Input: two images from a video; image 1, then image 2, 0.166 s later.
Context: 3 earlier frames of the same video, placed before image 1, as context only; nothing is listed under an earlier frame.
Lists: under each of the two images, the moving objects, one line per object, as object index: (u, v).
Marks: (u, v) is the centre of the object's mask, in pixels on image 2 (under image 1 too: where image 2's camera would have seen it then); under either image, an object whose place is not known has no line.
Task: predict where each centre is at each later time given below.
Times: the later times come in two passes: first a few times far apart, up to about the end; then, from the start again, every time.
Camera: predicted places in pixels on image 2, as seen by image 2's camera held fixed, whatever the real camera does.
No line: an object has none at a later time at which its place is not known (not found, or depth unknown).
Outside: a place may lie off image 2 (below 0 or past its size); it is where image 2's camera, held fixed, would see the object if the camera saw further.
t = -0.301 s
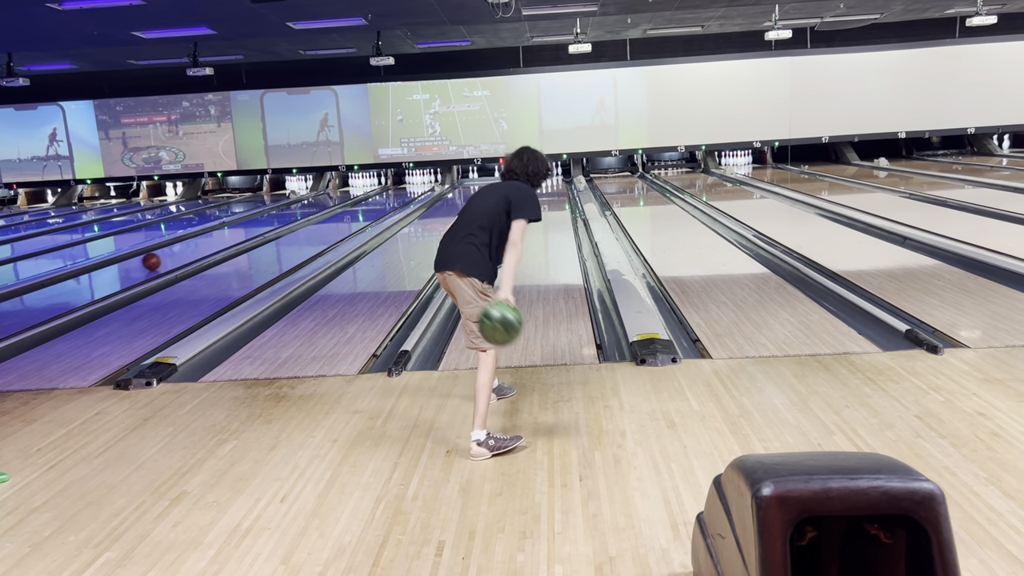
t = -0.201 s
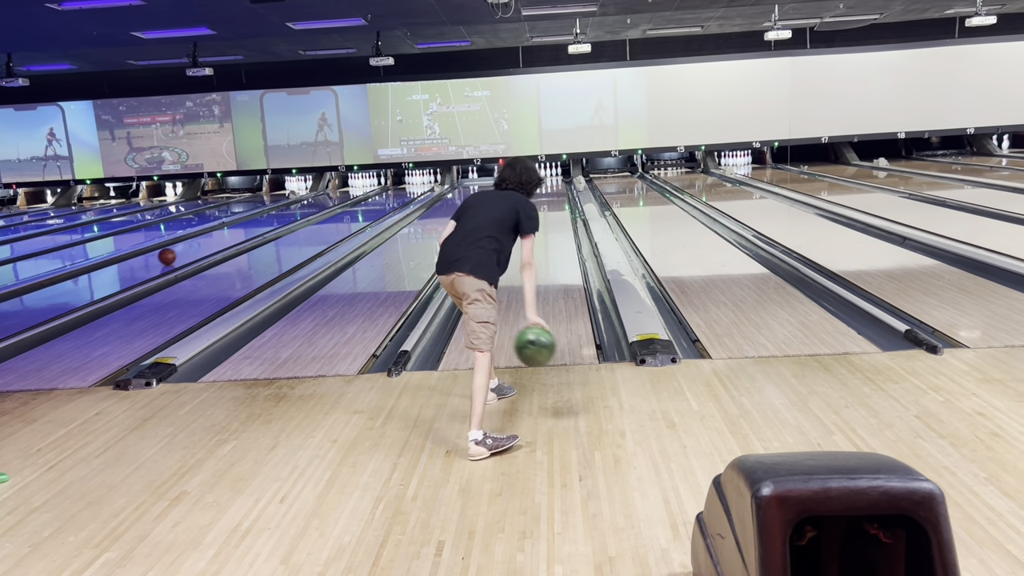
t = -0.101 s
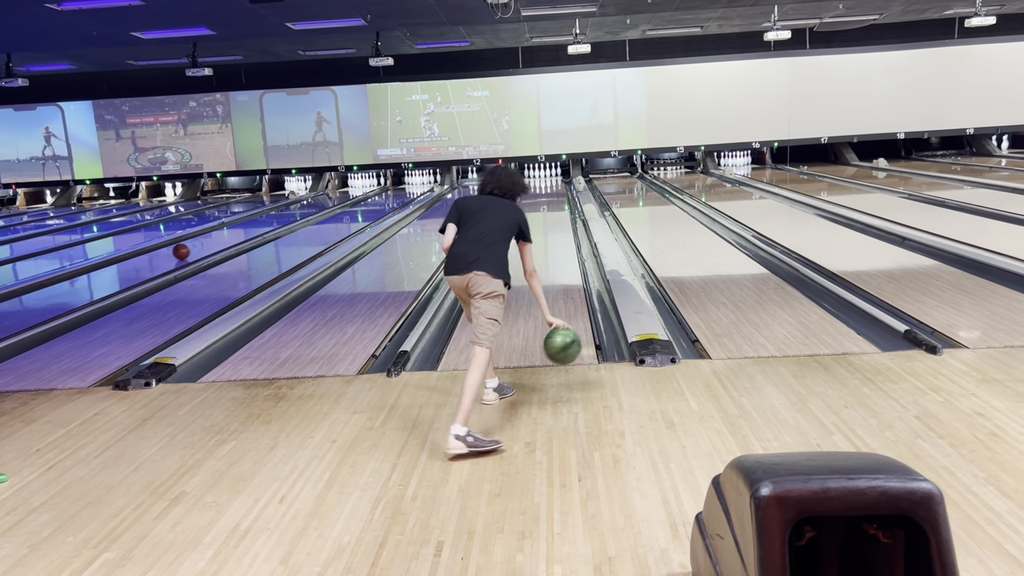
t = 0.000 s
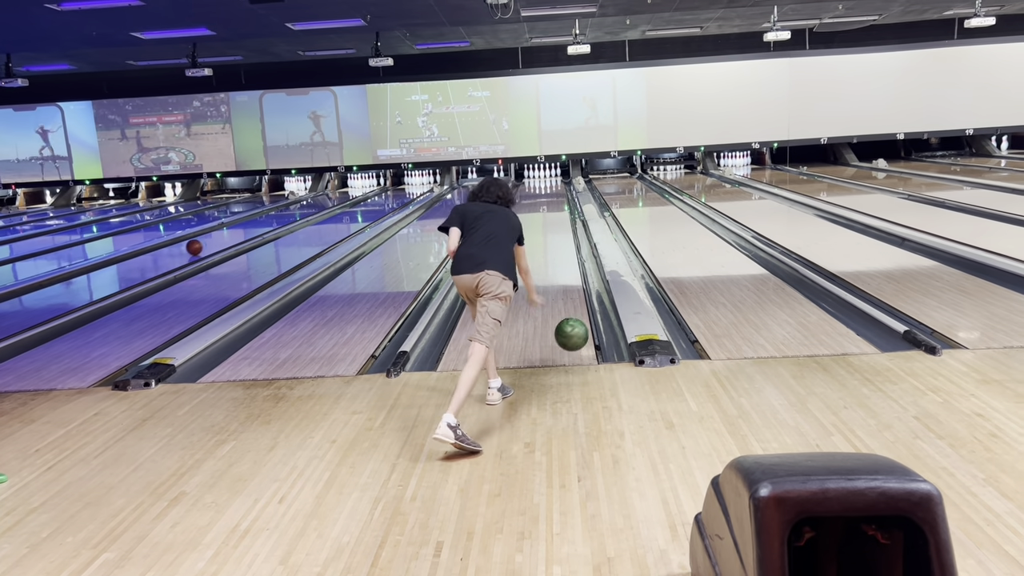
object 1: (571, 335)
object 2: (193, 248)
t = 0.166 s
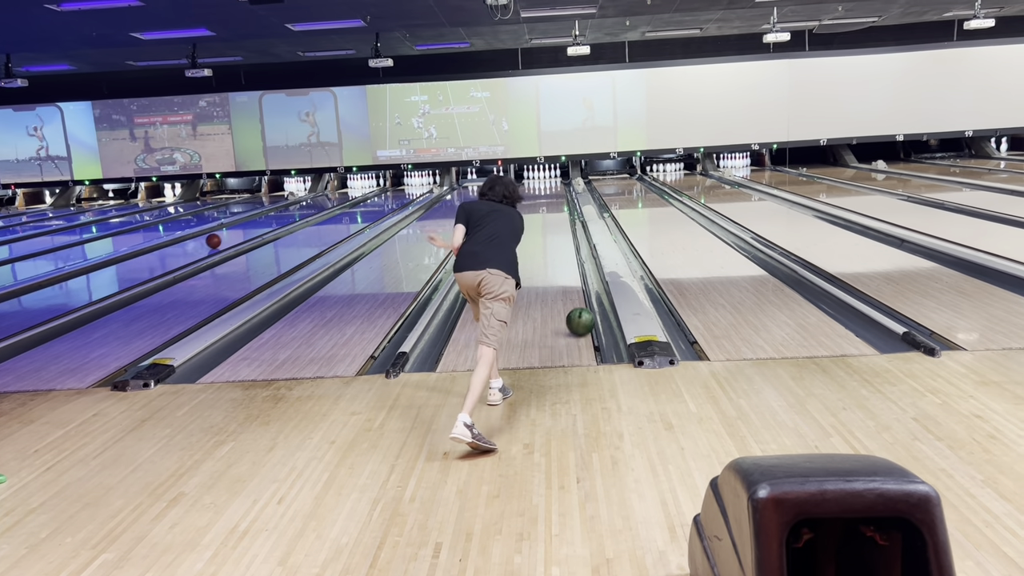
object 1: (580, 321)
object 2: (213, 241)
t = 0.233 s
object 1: (583, 311)
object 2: (220, 238)
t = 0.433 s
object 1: (590, 286)
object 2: (240, 232)
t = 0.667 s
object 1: (590, 266)
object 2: (259, 225)
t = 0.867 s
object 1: (586, 253)
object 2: (273, 220)
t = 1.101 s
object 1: (583, 240)
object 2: (287, 215)
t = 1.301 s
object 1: (580, 231)
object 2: (297, 212)
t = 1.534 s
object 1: (578, 224)
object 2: (308, 208)
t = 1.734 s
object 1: (577, 218)
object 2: (316, 206)
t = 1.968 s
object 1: (575, 212)
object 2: (326, 203)
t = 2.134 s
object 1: (574, 208)
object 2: (333, 200)
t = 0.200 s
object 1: (581, 316)
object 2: (217, 240)
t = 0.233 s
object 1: (583, 311)
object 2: (220, 238)
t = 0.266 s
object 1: (584, 305)
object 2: (224, 237)
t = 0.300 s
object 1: (585, 301)
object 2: (227, 236)
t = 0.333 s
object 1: (586, 296)
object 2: (230, 235)
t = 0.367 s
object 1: (587, 292)
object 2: (233, 234)
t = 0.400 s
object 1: (588, 288)
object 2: (237, 233)
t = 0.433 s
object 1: (590, 286)
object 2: (240, 232)
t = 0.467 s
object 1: (591, 284)
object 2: (243, 231)
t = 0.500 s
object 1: (594, 282)
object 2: (246, 230)
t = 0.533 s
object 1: (595, 280)
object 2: (249, 229)
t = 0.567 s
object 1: (592, 276)
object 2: (251, 228)
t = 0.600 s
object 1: (591, 272)
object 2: (254, 227)
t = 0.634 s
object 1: (590, 269)
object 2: (256, 226)
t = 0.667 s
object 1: (590, 266)
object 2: (259, 225)
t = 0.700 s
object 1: (590, 265)
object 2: (262, 224)
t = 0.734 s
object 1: (590, 262)
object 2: (264, 223)
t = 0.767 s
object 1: (589, 260)
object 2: (266, 223)
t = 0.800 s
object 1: (588, 258)
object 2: (269, 222)
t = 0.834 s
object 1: (587, 255)
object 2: (271, 221)
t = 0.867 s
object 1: (586, 253)
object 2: (273, 220)
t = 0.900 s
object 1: (586, 252)
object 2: (275, 220)
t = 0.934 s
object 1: (586, 250)
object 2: (277, 219)
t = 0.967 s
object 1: (585, 248)
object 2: (279, 218)
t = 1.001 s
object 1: (584, 246)
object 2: (282, 217)
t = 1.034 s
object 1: (583, 244)
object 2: (283, 217)
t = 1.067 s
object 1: (583, 242)
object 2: (285, 216)
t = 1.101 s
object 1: (583, 240)
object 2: (287, 215)
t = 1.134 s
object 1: (583, 239)
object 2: (289, 215)
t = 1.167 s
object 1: (582, 237)
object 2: (290, 214)
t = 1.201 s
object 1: (582, 236)
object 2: (292, 214)
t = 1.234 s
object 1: (581, 234)
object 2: (294, 213)
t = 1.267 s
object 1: (581, 233)
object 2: (295, 213)
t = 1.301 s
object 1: (580, 231)
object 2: (297, 212)
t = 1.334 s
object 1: (580, 230)
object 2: (299, 211)
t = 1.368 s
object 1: (580, 229)
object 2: (300, 211)
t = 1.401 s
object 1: (579, 228)
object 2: (302, 211)
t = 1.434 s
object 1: (579, 227)
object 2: (304, 210)
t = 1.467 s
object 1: (579, 225)
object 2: (305, 209)
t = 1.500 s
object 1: (579, 224)
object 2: (307, 209)
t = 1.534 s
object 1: (578, 224)
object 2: (308, 208)
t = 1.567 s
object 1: (578, 223)
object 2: (309, 208)
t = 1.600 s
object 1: (576, 221)
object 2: (311, 207)
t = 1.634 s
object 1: (576, 220)
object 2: (312, 207)
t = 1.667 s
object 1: (576, 219)
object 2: (314, 207)
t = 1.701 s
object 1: (576, 218)
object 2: (315, 206)
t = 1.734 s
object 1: (577, 218)
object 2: (316, 206)
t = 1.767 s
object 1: (577, 217)
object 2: (318, 205)
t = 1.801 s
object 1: (576, 216)
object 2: (319, 205)
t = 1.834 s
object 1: (576, 215)
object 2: (321, 204)
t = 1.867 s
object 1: (576, 215)
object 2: (322, 204)
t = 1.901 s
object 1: (576, 214)
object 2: (323, 203)
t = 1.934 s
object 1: (575, 213)
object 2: (324, 203)
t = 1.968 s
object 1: (575, 212)
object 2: (326, 203)
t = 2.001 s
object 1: (575, 212)
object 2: (327, 202)
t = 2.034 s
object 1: (575, 211)
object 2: (328, 202)
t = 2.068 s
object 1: (575, 210)
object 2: (329, 201)
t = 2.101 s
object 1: (574, 209)
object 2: (332, 200)
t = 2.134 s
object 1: (574, 208)
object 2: (333, 200)
